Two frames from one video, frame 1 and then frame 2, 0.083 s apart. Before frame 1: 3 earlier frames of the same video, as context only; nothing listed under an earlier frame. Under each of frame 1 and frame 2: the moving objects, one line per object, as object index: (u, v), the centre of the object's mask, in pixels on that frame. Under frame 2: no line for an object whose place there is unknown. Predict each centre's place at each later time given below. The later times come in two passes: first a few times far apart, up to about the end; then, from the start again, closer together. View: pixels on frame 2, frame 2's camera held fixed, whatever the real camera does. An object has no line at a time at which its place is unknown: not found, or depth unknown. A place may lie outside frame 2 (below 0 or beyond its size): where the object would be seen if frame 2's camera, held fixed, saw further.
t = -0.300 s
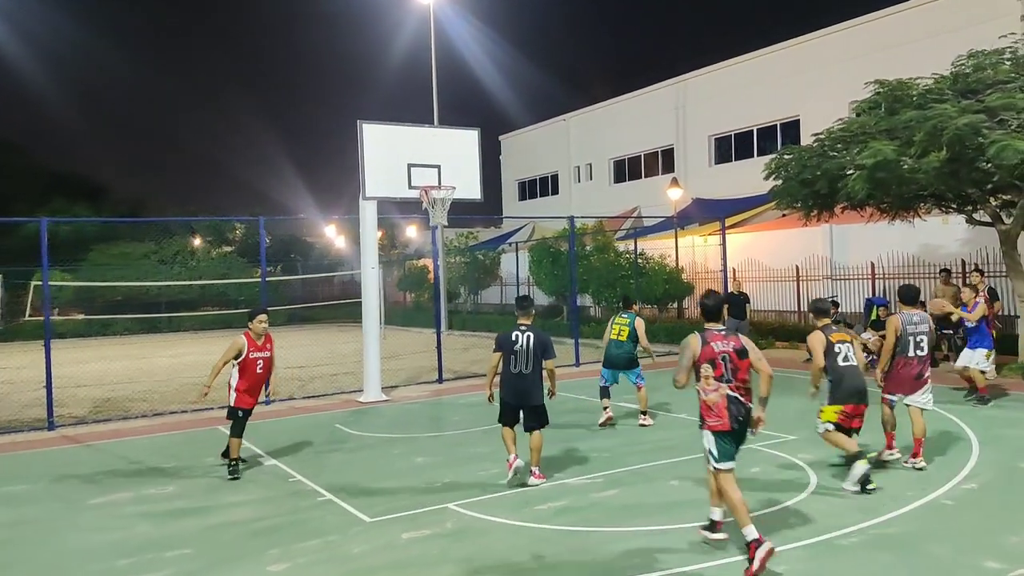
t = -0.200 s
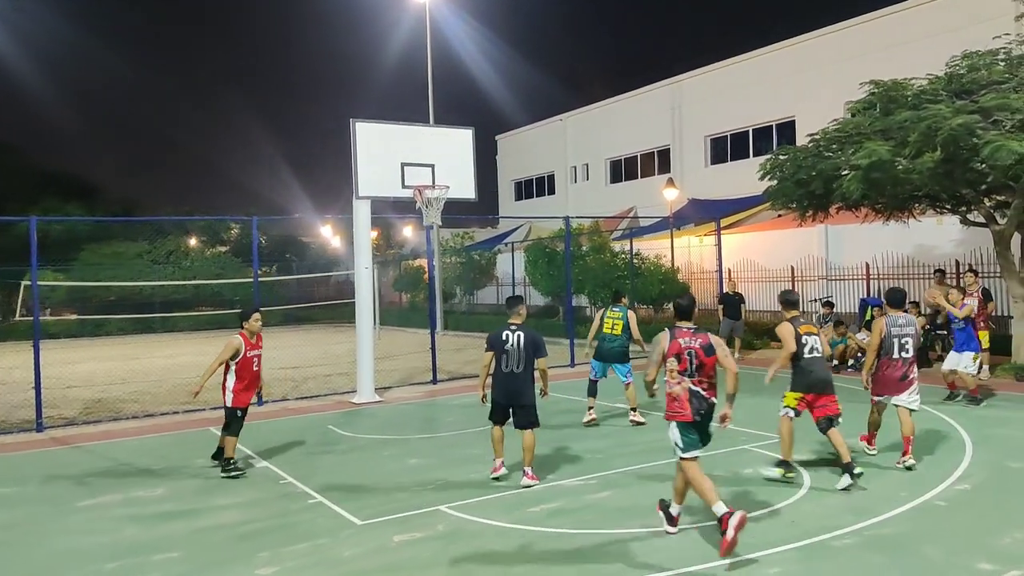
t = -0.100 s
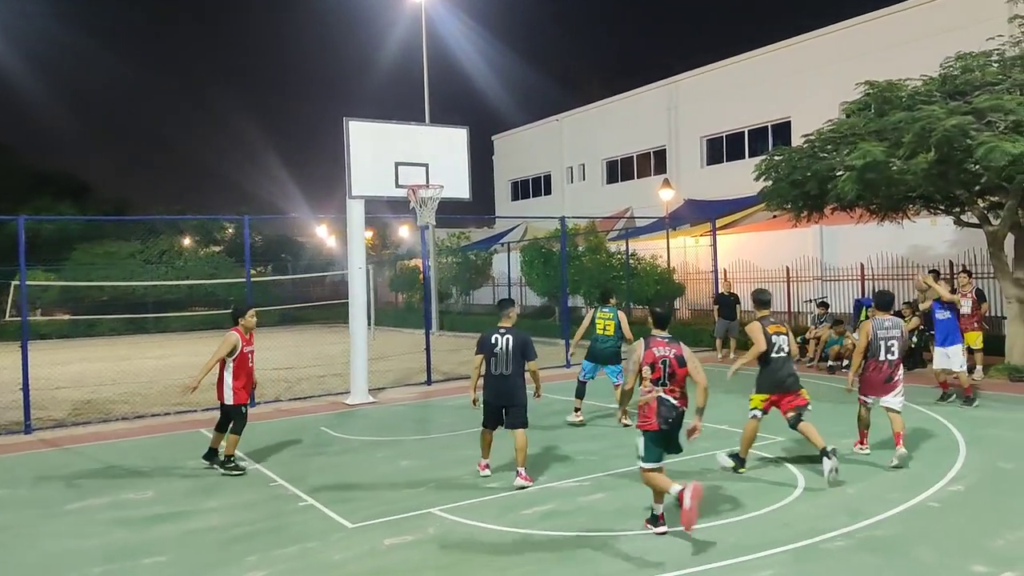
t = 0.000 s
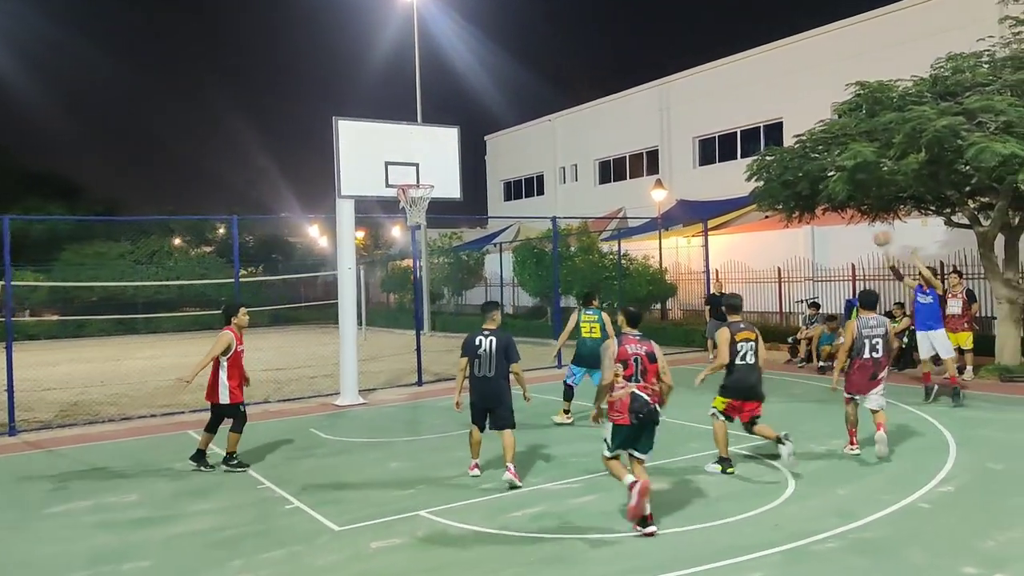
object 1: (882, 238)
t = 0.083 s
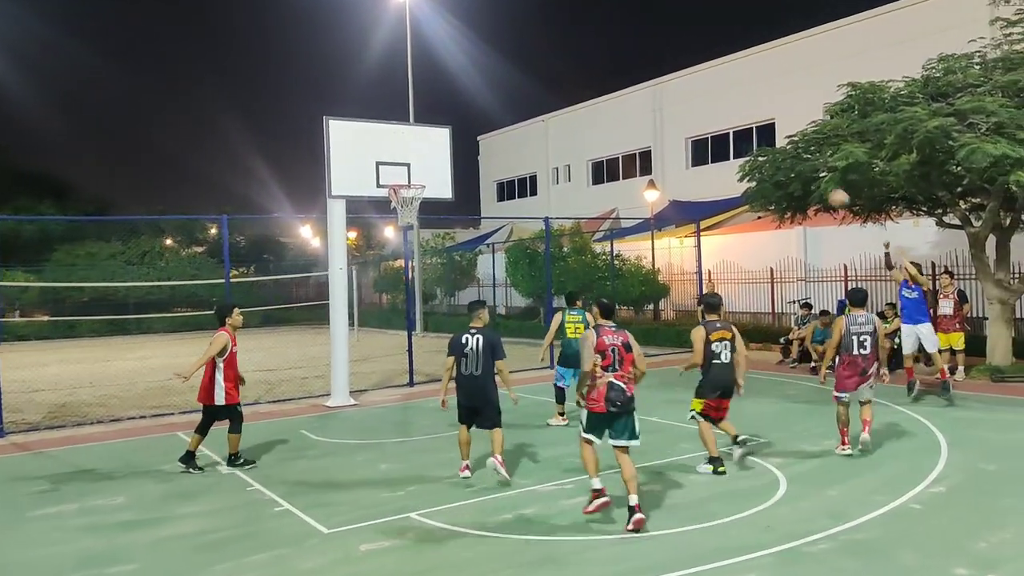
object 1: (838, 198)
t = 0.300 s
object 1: (744, 121)
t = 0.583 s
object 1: (629, 72)
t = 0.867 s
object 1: (519, 85)
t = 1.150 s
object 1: (415, 157)
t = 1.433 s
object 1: (428, 163)
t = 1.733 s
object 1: (494, 166)
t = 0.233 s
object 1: (772, 140)
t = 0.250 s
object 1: (766, 135)
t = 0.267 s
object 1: (760, 131)
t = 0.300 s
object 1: (744, 121)
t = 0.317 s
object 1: (738, 117)
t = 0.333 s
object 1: (731, 112)
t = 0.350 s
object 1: (724, 108)
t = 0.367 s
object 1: (718, 104)
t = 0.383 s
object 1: (711, 100)
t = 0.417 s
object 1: (697, 94)
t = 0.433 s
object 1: (690, 91)
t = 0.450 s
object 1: (682, 88)
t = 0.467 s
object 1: (676, 85)
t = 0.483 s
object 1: (669, 82)
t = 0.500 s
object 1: (663, 80)
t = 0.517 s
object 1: (655, 77)
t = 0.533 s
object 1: (649, 75)
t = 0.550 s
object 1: (643, 74)
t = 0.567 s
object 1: (636, 73)
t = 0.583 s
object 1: (629, 72)
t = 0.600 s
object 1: (623, 72)
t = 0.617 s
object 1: (616, 71)
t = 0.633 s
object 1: (609, 71)
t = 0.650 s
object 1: (603, 70)
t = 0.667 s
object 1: (596, 70)
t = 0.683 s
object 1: (590, 71)
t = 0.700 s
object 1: (583, 71)
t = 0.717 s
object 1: (577, 71)
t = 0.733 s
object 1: (570, 72)
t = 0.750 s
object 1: (564, 73)
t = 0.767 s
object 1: (557, 74)
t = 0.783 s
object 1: (551, 75)
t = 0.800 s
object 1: (544, 77)
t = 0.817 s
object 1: (538, 79)
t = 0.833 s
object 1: (531, 81)
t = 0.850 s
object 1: (525, 83)
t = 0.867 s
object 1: (519, 85)
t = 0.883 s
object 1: (513, 88)
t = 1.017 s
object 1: (463, 116)
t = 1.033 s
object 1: (456, 120)
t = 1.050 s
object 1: (452, 124)
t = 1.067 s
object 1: (446, 130)
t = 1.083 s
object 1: (440, 135)
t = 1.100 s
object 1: (433, 140)
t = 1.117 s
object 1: (427, 146)
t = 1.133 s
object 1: (421, 152)
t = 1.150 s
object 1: (415, 157)
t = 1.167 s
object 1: (409, 163)
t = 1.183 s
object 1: (403, 170)
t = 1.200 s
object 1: (399, 174)
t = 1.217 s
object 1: (398, 178)
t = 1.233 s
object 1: (397, 180)
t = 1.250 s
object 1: (397, 181)
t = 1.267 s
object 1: (397, 181)
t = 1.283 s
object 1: (398, 181)
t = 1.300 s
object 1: (398, 181)
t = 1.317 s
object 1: (402, 179)
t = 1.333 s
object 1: (406, 177)
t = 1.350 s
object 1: (409, 174)
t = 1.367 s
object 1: (413, 172)
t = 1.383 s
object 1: (417, 169)
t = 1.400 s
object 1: (420, 167)
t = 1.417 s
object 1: (424, 165)
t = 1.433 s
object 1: (428, 163)
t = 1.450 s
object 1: (431, 161)
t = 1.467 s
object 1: (435, 160)
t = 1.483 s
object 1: (439, 159)
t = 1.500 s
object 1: (443, 158)
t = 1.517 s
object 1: (447, 157)
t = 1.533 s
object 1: (451, 157)
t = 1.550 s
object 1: (454, 156)
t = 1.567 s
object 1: (458, 156)
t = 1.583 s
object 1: (462, 156)
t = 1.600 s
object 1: (465, 156)
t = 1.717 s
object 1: (491, 164)
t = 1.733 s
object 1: (494, 166)
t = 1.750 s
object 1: (497, 169)
